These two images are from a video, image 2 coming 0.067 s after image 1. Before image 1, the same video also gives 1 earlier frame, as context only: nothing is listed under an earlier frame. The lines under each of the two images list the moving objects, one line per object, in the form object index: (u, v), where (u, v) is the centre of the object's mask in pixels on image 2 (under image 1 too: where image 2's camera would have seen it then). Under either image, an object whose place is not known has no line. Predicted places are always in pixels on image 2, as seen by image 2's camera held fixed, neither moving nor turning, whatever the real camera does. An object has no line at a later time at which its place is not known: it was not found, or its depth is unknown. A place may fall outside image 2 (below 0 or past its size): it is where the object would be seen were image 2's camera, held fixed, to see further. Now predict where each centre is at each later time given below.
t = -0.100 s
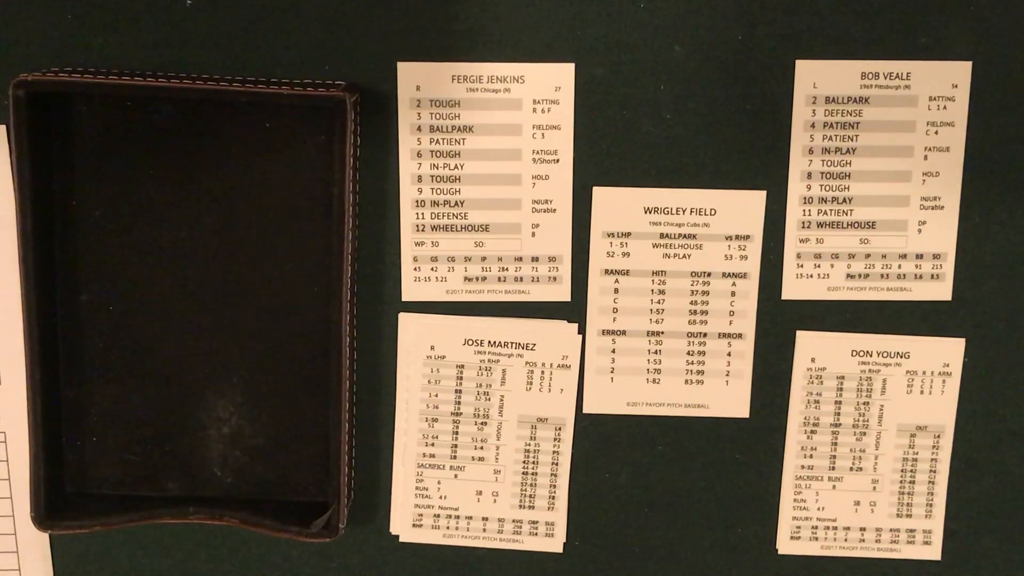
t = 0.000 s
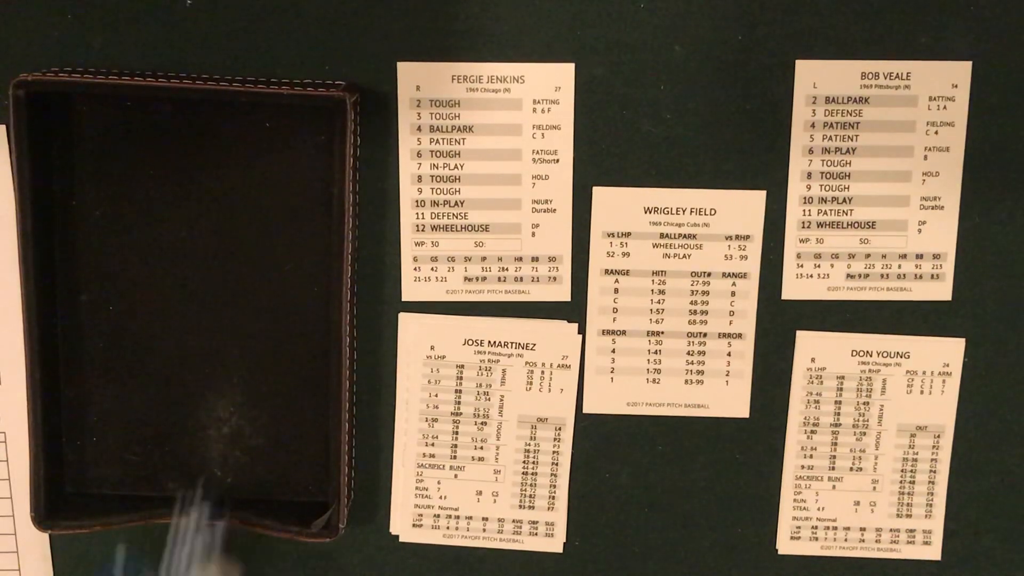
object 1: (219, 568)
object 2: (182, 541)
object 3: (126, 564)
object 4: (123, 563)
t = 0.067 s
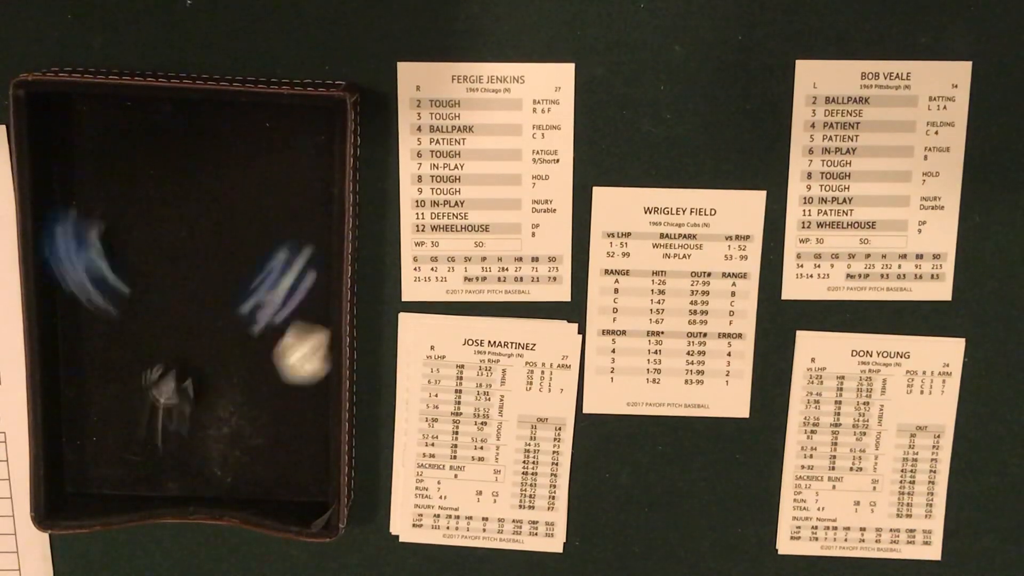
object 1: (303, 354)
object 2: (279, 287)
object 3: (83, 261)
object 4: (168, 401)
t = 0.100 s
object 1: (302, 328)
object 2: (308, 220)
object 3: (82, 178)
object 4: (168, 355)
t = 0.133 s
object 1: (297, 300)
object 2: (296, 178)
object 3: (94, 126)
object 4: (170, 309)
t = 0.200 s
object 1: (287, 268)
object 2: (267, 128)
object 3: (126, 168)
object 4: (175, 247)
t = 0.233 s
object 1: (279, 263)
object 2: (256, 137)
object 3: (136, 193)
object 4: (175, 232)
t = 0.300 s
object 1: (272, 264)
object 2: (254, 139)
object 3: (133, 200)
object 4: (199, 253)
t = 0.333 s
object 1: (271, 264)
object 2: (254, 139)
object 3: (132, 200)
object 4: (215, 260)
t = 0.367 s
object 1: (280, 266)
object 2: (254, 139)
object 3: (132, 200)
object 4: (218, 263)
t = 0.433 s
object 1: (293, 271)
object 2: (254, 139)
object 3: (132, 200)
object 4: (217, 263)
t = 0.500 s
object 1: (293, 271)
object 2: (254, 139)
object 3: (132, 200)
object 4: (217, 262)
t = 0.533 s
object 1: (291, 269)
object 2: (254, 139)
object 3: (132, 200)
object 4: (217, 262)
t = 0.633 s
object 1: (290, 268)
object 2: (254, 139)
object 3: (132, 200)
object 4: (217, 262)
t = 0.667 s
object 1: (289, 268)
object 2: (254, 139)
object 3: (132, 200)
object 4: (217, 262)
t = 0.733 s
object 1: (290, 268)
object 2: (254, 138)
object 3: (132, 200)
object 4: (217, 262)
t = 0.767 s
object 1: (289, 268)
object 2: (254, 139)
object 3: (132, 200)
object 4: (217, 262)
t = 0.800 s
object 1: (289, 268)
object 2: (254, 138)
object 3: (132, 200)
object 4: (217, 262)
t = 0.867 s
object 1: (289, 268)
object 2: (254, 138)
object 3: (132, 200)
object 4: (217, 262)
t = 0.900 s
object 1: (289, 268)
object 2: (254, 139)
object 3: (132, 200)
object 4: (217, 262)
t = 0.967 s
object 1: (290, 268)
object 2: (254, 139)
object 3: (132, 200)
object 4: (217, 262)
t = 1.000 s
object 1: (290, 268)
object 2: (254, 139)
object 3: (132, 200)
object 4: (217, 262)
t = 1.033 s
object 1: (290, 268)
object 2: (254, 139)
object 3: (132, 200)
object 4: (217, 262)
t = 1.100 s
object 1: (289, 268)
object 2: (254, 139)
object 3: (132, 200)
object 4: (217, 262)
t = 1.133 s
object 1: (290, 268)
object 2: (254, 139)
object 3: (132, 200)
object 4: (217, 262)
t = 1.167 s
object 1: (290, 268)
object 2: (254, 139)
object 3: (132, 199)
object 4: (217, 262)
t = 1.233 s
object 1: (289, 268)
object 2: (254, 139)
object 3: (132, 200)
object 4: (217, 262)
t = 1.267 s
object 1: (289, 268)
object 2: (254, 139)
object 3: (132, 200)
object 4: (217, 262)
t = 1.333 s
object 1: (290, 268)
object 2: (254, 139)
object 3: (132, 200)
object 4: (217, 262)
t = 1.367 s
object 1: (289, 268)
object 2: (254, 139)
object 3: (132, 200)
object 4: (217, 263)
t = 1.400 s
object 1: (289, 268)
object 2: (254, 139)
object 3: (132, 200)
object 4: (217, 262)
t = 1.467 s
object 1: (289, 268)
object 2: (254, 139)
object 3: (132, 200)
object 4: (217, 262)
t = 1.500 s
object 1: (289, 268)
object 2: (254, 139)
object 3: (132, 200)
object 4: (217, 262)
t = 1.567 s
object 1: (289, 268)
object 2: (254, 139)
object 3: (132, 200)
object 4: (217, 263)
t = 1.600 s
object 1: (289, 268)
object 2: (254, 139)
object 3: (132, 200)
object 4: (217, 262)
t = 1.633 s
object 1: (289, 268)
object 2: (254, 139)
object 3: (132, 200)
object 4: (217, 262)
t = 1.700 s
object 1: (289, 268)
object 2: (254, 139)
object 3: (132, 200)
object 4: (217, 262)
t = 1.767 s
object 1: (289, 268)
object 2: (254, 138)
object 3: (132, 200)
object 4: (217, 262)
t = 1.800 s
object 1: (289, 268)
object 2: (254, 139)
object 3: (132, 200)
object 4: (217, 262)
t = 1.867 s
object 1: (289, 268)
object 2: (254, 139)
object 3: (132, 200)
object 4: (217, 262)
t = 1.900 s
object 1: (289, 268)
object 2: (254, 139)
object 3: (132, 200)
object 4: (217, 262)
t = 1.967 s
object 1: (289, 268)
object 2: (254, 139)
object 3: (132, 200)
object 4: (217, 262)
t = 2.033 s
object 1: (289, 268)
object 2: (254, 139)
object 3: (132, 200)
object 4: (217, 262)
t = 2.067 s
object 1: (289, 268)
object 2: (254, 139)
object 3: (132, 200)
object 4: (217, 262)
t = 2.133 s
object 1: (289, 268)
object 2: (254, 139)
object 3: (132, 200)
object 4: (217, 262)
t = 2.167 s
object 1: (289, 268)
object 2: (254, 139)
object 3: (132, 200)
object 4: (217, 262)
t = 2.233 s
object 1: (289, 268)
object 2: (254, 139)
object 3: (132, 200)
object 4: (217, 262)
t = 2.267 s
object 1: (289, 268)
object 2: (255, 138)
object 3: (132, 200)
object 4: (217, 262)
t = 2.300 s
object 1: (289, 268)
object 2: (254, 138)
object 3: (132, 199)
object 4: (217, 262)
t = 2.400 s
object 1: (289, 268)
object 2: (254, 138)
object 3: (132, 200)
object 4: (217, 262)
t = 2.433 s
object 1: (289, 268)
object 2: (254, 138)
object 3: (132, 199)
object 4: (217, 262)
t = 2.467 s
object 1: (289, 268)
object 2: (254, 139)
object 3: (132, 200)
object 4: (217, 262)
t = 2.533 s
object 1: (289, 268)
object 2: (254, 139)
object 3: (132, 200)
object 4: (217, 262)
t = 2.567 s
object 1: (289, 268)
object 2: (254, 138)
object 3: (132, 200)
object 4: (217, 262)
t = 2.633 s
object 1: (289, 268)
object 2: (254, 139)
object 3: (132, 200)
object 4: (217, 262)
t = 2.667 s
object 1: (289, 268)
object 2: (254, 139)
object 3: (132, 200)
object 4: (217, 262)
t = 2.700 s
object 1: (289, 268)
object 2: (254, 139)
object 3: (132, 200)
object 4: (217, 262)
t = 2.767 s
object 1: (289, 268)
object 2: (254, 139)
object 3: (132, 200)
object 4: (217, 262)
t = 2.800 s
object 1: (289, 268)
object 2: (254, 138)
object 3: (132, 200)
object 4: (217, 262)
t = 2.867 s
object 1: (289, 268)
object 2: (254, 138)
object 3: (132, 200)
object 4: (217, 262)
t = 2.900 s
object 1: (289, 268)
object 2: (254, 139)
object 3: (132, 200)
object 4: (217, 262)
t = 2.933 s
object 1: (289, 268)
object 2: (254, 138)
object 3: (132, 200)
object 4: (217, 262)
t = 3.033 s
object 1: (289, 268)
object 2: (255, 138)
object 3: (132, 200)
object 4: (217, 262)
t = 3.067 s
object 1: (289, 268)
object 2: (254, 139)
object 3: (132, 200)
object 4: (217, 263)
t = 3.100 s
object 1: (289, 268)
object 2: (254, 139)
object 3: (132, 200)
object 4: (217, 262)
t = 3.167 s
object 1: (289, 268)
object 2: (255, 138)
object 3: (132, 200)
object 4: (217, 262)
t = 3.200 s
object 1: (289, 268)
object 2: (254, 139)
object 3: (132, 200)
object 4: (217, 262)
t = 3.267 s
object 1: (289, 268)
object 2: (255, 138)
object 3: (132, 200)
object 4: (217, 262)
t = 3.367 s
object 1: (289, 268)
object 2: (255, 138)
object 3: (132, 200)
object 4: (217, 262)
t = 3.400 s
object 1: (289, 268)
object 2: (255, 138)
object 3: (132, 200)
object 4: (217, 262)
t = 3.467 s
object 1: (289, 268)
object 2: (254, 139)
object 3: (132, 200)
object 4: (217, 262)
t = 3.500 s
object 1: (289, 268)
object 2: (254, 138)
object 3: (132, 200)
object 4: (217, 262)
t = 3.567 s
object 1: (289, 268)
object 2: (254, 138)
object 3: (132, 200)
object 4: (217, 262)
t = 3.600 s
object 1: (289, 268)
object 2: (255, 138)
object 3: (132, 200)
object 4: (217, 262)
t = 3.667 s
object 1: (289, 268)
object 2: (254, 139)
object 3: (132, 200)
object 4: (217, 262)
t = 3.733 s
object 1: (289, 268)
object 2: (254, 139)
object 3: (132, 200)
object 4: (217, 262)
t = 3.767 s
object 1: (289, 268)
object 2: (254, 139)
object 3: (132, 200)
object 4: (217, 262)
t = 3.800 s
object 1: (289, 268)
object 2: (254, 138)
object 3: (132, 200)
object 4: (217, 262)
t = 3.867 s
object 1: (289, 268)
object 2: (254, 138)
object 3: (132, 200)
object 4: (217, 262)
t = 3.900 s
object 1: (289, 268)
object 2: (255, 138)
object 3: (132, 200)
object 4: (217, 262)
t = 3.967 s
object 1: (289, 268)
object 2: (254, 138)
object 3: (132, 200)
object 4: (217, 262)
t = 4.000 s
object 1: (289, 268)
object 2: (254, 138)
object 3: (132, 200)
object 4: (217, 262)
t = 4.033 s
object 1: (289, 268)
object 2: (254, 138)
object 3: (132, 200)
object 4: (217, 262)
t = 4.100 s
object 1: (289, 268)
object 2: (254, 139)
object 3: (132, 200)
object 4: (217, 262)
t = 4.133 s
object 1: (289, 268)
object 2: (254, 139)
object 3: (132, 200)
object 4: (217, 262)
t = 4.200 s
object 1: (289, 268)
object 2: (254, 139)
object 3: (132, 200)
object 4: (217, 262)
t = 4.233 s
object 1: (289, 268)
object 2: (254, 139)
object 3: (132, 200)
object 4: (217, 262)
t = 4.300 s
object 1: (289, 268)
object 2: (254, 139)
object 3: (132, 200)
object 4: (217, 262)
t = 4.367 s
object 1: (289, 268)
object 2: (254, 139)
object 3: (132, 200)
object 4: (217, 262)
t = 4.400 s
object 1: (289, 268)
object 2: (254, 138)
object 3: (132, 200)
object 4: (217, 262)
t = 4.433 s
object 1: (289, 268)
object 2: (254, 139)
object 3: (132, 200)
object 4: (217, 262)
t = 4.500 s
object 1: (289, 268)
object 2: (254, 138)
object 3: (132, 200)
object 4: (217, 262)
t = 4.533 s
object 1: (289, 268)
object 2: (254, 139)
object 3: (132, 200)
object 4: (217, 262)
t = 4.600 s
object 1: (289, 268)
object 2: (254, 139)
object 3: (132, 200)
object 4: (217, 262)
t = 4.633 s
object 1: (289, 268)
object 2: (254, 138)
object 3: (132, 200)
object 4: (217, 262)
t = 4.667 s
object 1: (289, 268)
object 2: (254, 138)
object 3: (132, 200)
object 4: (217, 262)
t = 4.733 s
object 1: (289, 268)
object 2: (254, 139)
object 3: (132, 200)
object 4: (217, 262)
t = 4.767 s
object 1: (289, 268)
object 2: (254, 138)
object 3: (132, 200)
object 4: (217, 262)
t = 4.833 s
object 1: (289, 268)
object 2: (254, 138)
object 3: (132, 200)
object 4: (217, 262)
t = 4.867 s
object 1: (289, 268)
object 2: (255, 138)
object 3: (132, 200)
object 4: (217, 262)
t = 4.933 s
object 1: (289, 268)
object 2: (254, 139)
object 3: (132, 200)
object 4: (217, 262)
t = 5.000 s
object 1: (289, 268)
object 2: (254, 139)
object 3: (132, 200)
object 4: (217, 262)
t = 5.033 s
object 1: (289, 268)
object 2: (255, 138)
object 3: (132, 200)
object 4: (217, 262)
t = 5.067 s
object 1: (289, 268)
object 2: (254, 138)
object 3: (132, 200)
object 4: (217, 262)
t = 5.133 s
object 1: (289, 268)
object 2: (255, 138)
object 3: (132, 199)
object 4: (217, 262)
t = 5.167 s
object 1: (289, 268)
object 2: (255, 138)
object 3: (132, 199)
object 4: (217, 262)
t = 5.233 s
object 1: (289, 268)
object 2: (254, 138)
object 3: (132, 200)
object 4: (217, 262)
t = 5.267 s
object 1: (289, 268)
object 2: (255, 138)
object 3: (132, 199)
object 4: (217, 262)
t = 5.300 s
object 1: (289, 268)
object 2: (255, 138)
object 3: (132, 199)
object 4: (217, 262)
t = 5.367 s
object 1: (289, 268)
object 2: (254, 139)
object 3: (132, 200)
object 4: (217, 262)
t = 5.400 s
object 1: (289, 268)
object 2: (255, 138)
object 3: (132, 200)
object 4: (217, 262)
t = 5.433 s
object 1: (289, 268)
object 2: (255, 138)
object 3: (132, 200)
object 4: (217, 262)
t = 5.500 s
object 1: (289, 268)
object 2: (254, 139)
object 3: (132, 199)
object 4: (217, 262)
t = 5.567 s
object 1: (289, 268)
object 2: (255, 138)
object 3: (132, 200)
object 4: (217, 262)
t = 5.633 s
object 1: (289, 268)
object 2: (254, 139)
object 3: (132, 200)
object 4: (217, 262)
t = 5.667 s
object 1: (289, 268)
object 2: (254, 138)
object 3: (132, 200)
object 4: (217, 262)
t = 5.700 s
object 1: (289, 268)
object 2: (254, 138)
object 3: (132, 200)
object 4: (217, 262)
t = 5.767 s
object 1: (289, 268)
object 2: (254, 139)
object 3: (132, 200)
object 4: (217, 262)
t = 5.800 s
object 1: (289, 268)
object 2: (255, 138)
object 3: (132, 200)
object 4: (217, 262)
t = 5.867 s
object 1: (289, 268)
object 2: (255, 138)
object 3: (132, 199)
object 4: (217, 262)
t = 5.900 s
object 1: (289, 268)
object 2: (255, 138)
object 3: (132, 200)
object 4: (217, 262)
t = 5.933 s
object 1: (289, 268)
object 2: (255, 138)
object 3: (132, 200)
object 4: (217, 262)
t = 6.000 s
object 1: (289, 268)
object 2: (254, 139)
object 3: (132, 199)
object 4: (217, 262)
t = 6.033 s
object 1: (289, 268)
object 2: (254, 139)
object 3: (132, 200)
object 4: (217, 263)
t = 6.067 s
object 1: (289, 268)
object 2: (254, 138)
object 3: (132, 200)
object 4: (217, 263)
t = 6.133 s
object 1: (289, 268)
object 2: (255, 138)
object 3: (132, 200)
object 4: (217, 262)
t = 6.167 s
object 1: (289, 268)
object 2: (255, 138)
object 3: (132, 199)
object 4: (217, 263)
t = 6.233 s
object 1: (290, 268)
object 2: (254, 139)
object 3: (132, 200)
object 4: (217, 262)
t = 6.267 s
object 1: (289, 268)
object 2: (255, 138)
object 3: (132, 200)
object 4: (217, 262)
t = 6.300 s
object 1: (289, 268)
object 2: (255, 138)
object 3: (132, 200)
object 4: (217, 262)
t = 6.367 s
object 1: (289, 268)
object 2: (254, 138)
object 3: (132, 200)
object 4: (217, 262)
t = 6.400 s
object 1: (289, 268)
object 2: (254, 139)
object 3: (132, 200)
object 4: (217, 263)
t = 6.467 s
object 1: (289, 268)
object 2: (254, 139)
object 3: (132, 200)
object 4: (217, 262)
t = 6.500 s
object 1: (289, 268)
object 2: (255, 138)
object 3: (132, 200)
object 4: (217, 262)
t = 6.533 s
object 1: (289, 268)
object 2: (254, 139)
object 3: (132, 200)
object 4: (217, 262)
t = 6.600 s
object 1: (289, 268)
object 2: (254, 139)
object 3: (132, 200)
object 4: (217, 262)
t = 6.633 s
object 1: (289, 268)
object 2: (255, 138)
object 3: (132, 200)
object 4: (217, 262)
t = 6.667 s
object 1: (289, 268)
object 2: (254, 139)
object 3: (132, 200)
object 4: (217, 262)
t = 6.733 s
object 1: (289, 268)
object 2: (255, 138)
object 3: (132, 200)
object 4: (217, 262)
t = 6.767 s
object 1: (289, 268)
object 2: (254, 139)
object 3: (132, 200)
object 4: (217, 262)
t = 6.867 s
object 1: (289, 268)
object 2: (254, 139)
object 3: (132, 200)
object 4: (217, 262)
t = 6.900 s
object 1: (289, 268)
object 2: (254, 139)
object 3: (132, 200)
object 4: (217, 262)
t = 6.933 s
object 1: (289, 268)
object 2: (254, 139)
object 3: (132, 200)
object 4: (217, 262)
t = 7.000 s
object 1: (289, 268)
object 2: (254, 139)
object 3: (132, 200)
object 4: (217, 262)
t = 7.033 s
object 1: (289, 268)
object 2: (254, 139)
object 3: (132, 200)
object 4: (217, 262)
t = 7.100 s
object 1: (289, 268)
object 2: (254, 139)
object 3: (132, 200)
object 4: (217, 262)
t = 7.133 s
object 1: (289, 268)
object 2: (254, 139)
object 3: (132, 200)
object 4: (217, 262)
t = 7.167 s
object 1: (289, 268)
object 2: (254, 139)
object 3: (132, 200)
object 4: (217, 262)
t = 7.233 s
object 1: (289, 268)
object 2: (255, 138)
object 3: (132, 200)
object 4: (217, 262)
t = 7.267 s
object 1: (289, 268)
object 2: (254, 139)
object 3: (132, 200)
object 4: (217, 262)
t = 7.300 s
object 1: (289, 268)
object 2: (254, 139)
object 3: (132, 200)
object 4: (217, 262)
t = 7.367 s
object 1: (289, 268)
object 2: (254, 139)
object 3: (132, 200)
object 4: (217, 262)
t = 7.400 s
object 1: (289, 268)
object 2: (254, 139)
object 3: (132, 200)
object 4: (217, 262)
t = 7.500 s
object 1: (289, 268)
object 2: (254, 139)
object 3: (132, 200)
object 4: (217, 262)
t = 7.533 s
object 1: (289, 268)
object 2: (254, 139)
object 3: (132, 200)
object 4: (217, 262)
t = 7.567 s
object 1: (289, 268)
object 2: (254, 139)
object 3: (132, 200)
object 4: (217, 262)
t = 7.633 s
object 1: (289, 268)
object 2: (254, 139)
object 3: (132, 200)
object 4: (217, 262)
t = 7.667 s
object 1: (289, 268)
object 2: (254, 139)
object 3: (132, 200)
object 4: (217, 262)
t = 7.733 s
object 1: (289, 268)
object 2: (254, 139)
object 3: (132, 200)
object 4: (217, 262)
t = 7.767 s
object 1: (289, 268)
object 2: (254, 139)
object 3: (132, 200)
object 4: (217, 262)
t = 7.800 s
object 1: (289, 268)
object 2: (254, 139)
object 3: (132, 200)
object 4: (217, 262)
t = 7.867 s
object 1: (289, 268)
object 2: (254, 139)
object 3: (132, 199)
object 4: (217, 262)
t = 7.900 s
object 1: (289, 268)
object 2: (254, 139)
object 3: (132, 200)
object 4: (217, 262)
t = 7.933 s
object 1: (289, 268)
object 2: (254, 139)
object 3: (132, 200)
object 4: (217, 262)
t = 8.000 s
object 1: (289, 268)
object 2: (254, 139)
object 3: (132, 200)
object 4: (217, 262)
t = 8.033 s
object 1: (289, 268)
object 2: (254, 139)
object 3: (132, 200)
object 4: (217, 262)
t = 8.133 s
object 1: (289, 268)
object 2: (254, 138)
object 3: (132, 200)
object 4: (217, 262)
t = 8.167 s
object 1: (289, 268)
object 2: (255, 138)
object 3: (132, 199)
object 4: (217, 262)
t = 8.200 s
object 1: (289, 268)
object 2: (254, 138)
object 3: (132, 200)
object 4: (217, 262)
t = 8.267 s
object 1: (289, 268)
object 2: (254, 139)
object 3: (132, 200)
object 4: (217, 262)
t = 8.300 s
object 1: (289, 268)
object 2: (254, 139)
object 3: (132, 200)
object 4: (217, 262)
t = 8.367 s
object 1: (289, 268)
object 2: (254, 138)
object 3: (132, 200)
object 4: (217, 262)
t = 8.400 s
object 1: (289, 268)
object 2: (254, 138)
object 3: (132, 200)
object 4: (217, 262)
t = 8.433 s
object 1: (289, 268)
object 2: (254, 138)
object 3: (132, 200)
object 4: (217, 262)
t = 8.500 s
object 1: (289, 268)
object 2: (254, 138)
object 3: (132, 200)
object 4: (217, 262)
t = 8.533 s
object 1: (289, 268)
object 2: (254, 138)
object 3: (132, 199)
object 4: (217, 262)
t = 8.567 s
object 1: (289, 268)
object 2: (254, 138)
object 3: (132, 200)
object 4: (217, 262)
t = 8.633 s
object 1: (289, 268)
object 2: (254, 139)
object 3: (132, 200)
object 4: (217, 262)
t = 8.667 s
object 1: (289, 268)
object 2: (254, 139)
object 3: (132, 200)
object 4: (217, 262)
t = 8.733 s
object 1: (289, 268)
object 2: (254, 139)
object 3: (132, 200)
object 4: (217, 262)
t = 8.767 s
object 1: (289, 268)
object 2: (254, 138)
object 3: (132, 200)
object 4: (217, 262)
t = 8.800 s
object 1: (289, 268)
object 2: (254, 139)
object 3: (132, 200)
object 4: (217, 262)
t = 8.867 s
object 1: (289, 268)
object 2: (254, 138)
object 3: (132, 200)
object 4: (217, 262)
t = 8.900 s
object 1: (289, 268)
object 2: (254, 139)
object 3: (132, 200)
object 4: (217, 262)
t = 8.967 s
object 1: (289, 268)
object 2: (254, 139)
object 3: (132, 200)
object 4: (217, 262)
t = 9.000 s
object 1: (289, 268)
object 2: (254, 138)
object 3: (132, 200)
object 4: (217, 262)
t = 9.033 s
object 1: (289, 268)
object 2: (254, 139)
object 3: (132, 200)
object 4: (217, 262)
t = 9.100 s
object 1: (289, 268)
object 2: (254, 138)
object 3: (132, 200)
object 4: (217, 262)
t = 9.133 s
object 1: (289, 268)
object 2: (254, 138)
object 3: (132, 200)
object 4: (217, 262)
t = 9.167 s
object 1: (289, 268)
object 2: (254, 139)
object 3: (132, 200)
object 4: (217, 262)
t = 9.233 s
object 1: (289, 268)
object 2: (254, 138)
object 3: (132, 200)
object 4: (217, 262)
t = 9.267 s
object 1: (289, 268)
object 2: (254, 138)
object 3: (132, 200)
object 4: (217, 262)
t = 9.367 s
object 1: (289, 268)
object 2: (254, 138)
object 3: (132, 200)
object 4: (217, 262)
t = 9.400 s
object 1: (289, 268)
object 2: (254, 139)
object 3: (132, 200)
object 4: (217, 262)
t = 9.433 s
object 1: (289, 268)
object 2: (254, 139)
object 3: (132, 200)
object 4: (217, 262)
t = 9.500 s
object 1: (289, 268)
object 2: (254, 139)
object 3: (132, 200)
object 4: (217, 262)
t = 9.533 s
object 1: (289, 268)
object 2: (254, 139)
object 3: (132, 200)
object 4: (217, 262)
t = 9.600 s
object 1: (289, 268)
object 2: (254, 139)
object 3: (132, 200)
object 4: (217, 262)
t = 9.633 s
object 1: (289, 268)
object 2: (254, 139)
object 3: (132, 200)
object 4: (217, 262)
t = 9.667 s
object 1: (289, 268)
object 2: (254, 138)
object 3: (132, 200)
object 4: (217, 262)
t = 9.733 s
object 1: (289, 268)
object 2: (254, 139)
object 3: (132, 200)
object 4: (217, 262)
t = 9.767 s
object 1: (289, 268)
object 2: (254, 138)
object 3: (132, 200)
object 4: (217, 262)
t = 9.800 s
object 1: (289, 268)
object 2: (254, 139)
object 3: (132, 200)
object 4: (217, 262)
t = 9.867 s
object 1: (289, 268)
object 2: (254, 139)
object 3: (132, 200)
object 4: (217, 262)
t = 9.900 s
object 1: (289, 268)
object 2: (254, 139)
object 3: (132, 200)
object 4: (217, 262)
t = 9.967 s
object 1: (289, 268)
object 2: (254, 139)
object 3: (132, 200)
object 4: (217, 262)
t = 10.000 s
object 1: (289, 268)
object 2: (254, 139)
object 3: (132, 200)
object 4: (217, 262)
